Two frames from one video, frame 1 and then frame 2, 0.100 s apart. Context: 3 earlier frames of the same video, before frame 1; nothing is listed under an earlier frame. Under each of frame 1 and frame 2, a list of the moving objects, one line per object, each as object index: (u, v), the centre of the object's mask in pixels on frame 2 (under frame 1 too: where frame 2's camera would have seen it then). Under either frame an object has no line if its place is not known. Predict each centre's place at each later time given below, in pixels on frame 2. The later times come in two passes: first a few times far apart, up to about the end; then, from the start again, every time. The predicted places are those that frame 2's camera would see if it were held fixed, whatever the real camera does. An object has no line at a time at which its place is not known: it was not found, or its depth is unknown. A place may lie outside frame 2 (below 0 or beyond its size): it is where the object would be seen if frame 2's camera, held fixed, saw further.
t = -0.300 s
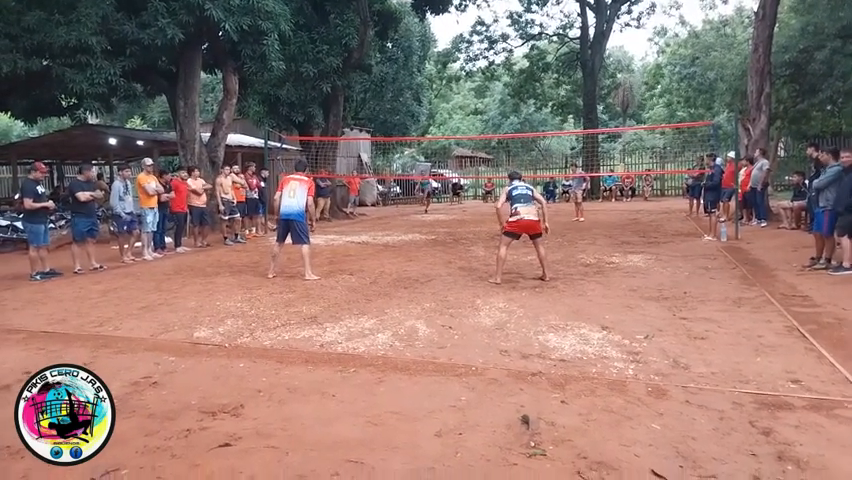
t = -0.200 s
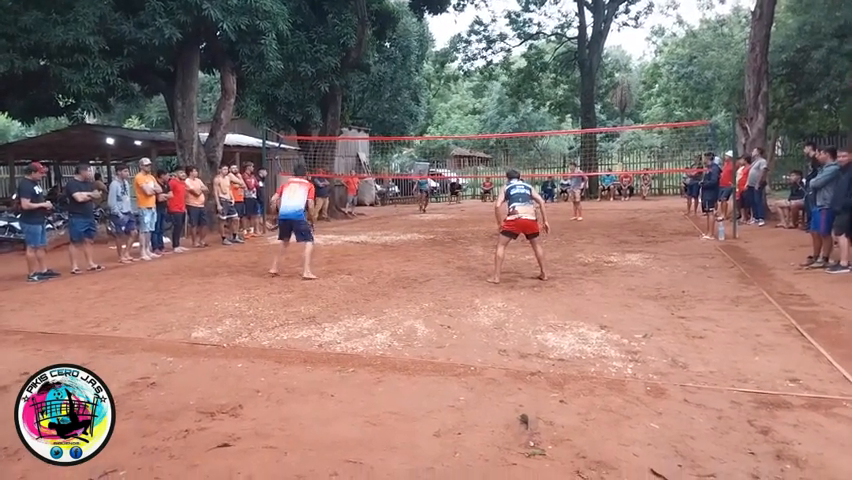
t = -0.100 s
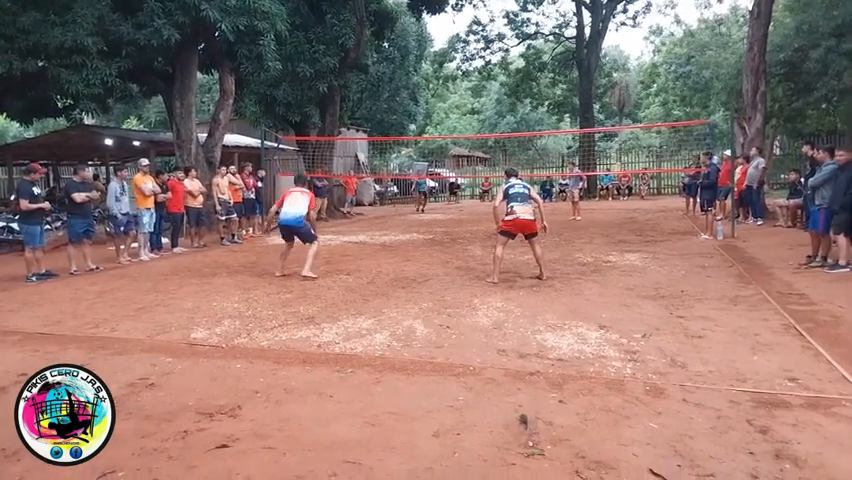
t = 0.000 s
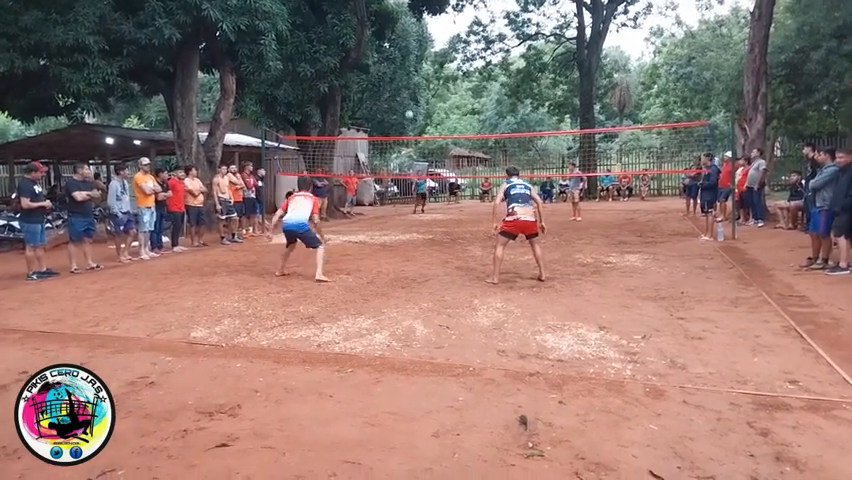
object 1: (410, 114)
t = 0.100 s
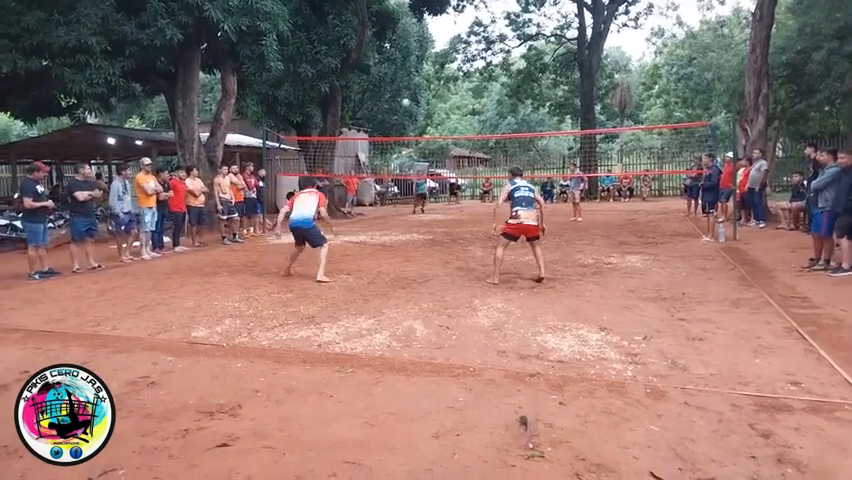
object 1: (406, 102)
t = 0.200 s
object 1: (400, 93)
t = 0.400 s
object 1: (387, 83)
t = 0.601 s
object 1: (369, 89)
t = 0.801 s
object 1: (342, 122)
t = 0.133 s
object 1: (403, 98)
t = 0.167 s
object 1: (402, 96)
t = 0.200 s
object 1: (400, 93)
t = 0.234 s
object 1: (398, 89)
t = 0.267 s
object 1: (395, 88)
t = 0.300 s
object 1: (394, 86)
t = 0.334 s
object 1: (392, 85)
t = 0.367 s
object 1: (390, 83)
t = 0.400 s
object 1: (387, 83)
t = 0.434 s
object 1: (385, 83)
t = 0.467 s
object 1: (382, 82)
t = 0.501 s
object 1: (380, 83)
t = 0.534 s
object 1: (376, 85)
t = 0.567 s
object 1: (373, 86)
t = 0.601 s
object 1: (369, 89)
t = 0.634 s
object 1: (366, 92)
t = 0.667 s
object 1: (362, 96)
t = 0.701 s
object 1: (357, 101)
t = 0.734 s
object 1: (352, 108)
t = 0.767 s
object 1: (347, 115)
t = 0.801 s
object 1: (342, 122)
